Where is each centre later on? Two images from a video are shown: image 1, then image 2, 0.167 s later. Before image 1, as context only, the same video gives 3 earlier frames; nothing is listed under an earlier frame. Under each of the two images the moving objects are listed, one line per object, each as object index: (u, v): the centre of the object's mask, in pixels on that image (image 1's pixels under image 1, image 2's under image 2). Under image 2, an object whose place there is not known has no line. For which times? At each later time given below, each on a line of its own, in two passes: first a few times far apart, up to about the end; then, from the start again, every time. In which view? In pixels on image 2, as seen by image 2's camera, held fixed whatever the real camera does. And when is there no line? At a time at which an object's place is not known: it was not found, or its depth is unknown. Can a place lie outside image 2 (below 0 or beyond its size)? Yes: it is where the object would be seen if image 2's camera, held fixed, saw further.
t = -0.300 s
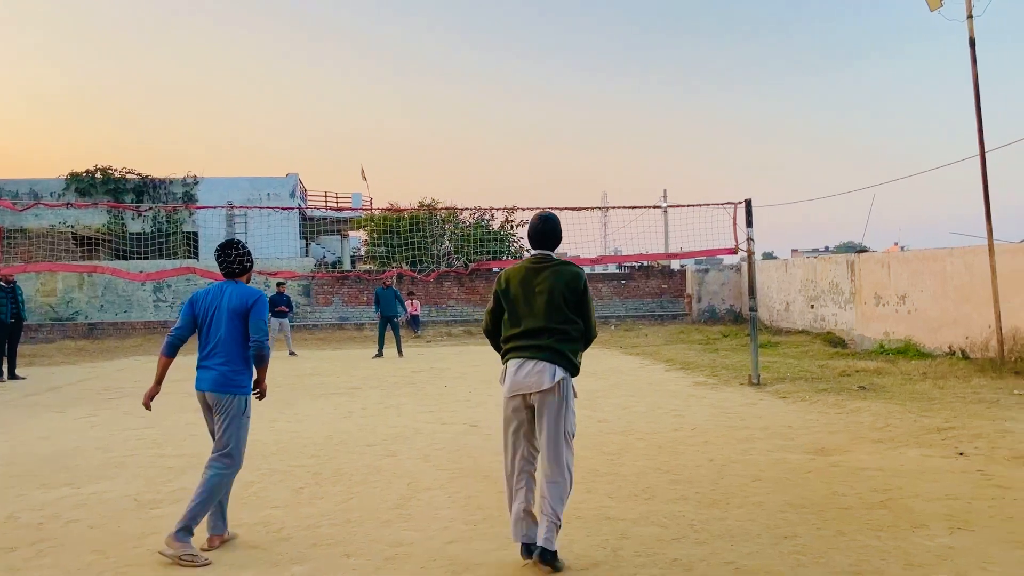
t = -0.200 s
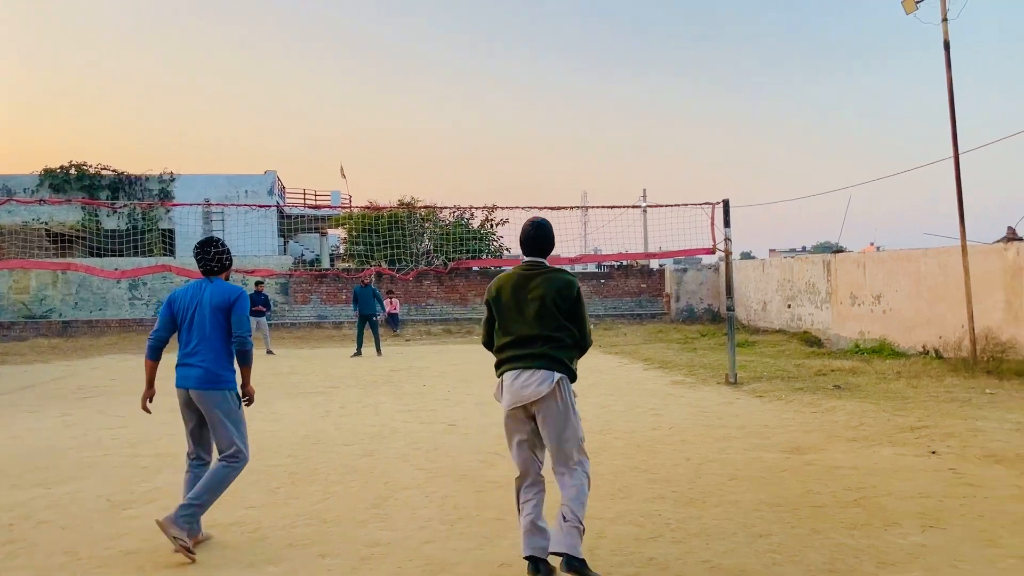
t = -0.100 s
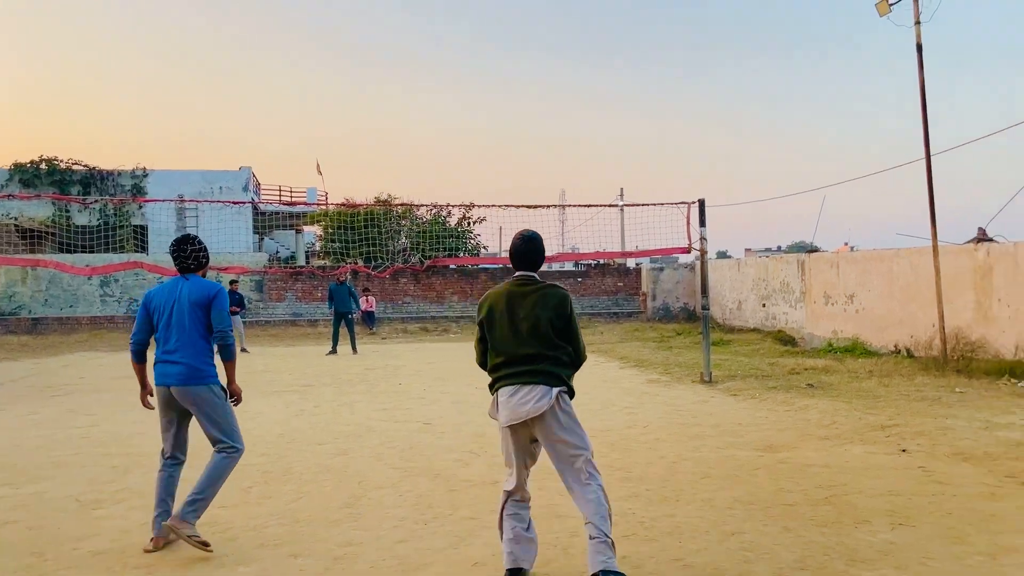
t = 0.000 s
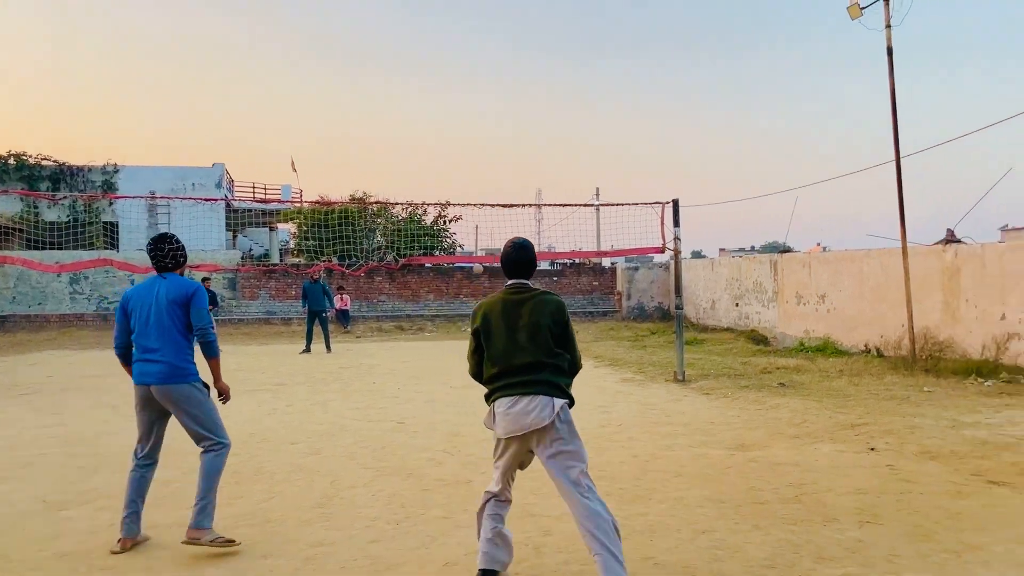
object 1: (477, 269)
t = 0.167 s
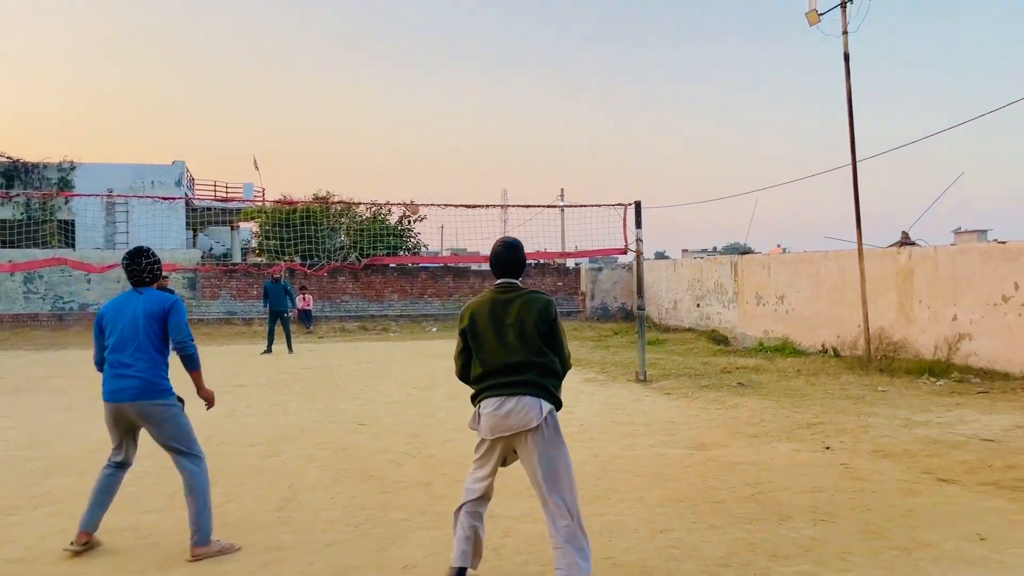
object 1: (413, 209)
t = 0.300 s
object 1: (388, 167)
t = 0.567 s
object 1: (330, 102)
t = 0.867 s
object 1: (249, 73)
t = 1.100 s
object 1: (167, 100)
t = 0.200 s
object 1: (408, 199)
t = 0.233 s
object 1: (401, 188)
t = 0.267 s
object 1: (395, 177)
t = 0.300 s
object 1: (388, 167)
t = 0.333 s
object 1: (381, 158)
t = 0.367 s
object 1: (374, 148)
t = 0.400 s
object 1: (367, 139)
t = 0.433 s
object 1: (360, 131)
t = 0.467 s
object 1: (353, 123)
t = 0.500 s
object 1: (346, 116)
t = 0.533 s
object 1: (338, 109)
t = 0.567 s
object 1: (330, 102)
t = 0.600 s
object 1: (322, 96)
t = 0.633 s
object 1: (314, 91)
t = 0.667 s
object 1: (306, 86)
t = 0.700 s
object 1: (297, 82)
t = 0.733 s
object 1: (288, 79)
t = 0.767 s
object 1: (279, 76)
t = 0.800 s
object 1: (269, 74)
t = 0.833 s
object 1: (259, 73)
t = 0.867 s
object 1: (249, 73)
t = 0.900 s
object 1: (239, 74)
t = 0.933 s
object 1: (228, 75)
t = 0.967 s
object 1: (217, 78)
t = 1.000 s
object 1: (205, 81)
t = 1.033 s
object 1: (193, 86)
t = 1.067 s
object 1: (180, 92)
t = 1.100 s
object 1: (167, 100)
